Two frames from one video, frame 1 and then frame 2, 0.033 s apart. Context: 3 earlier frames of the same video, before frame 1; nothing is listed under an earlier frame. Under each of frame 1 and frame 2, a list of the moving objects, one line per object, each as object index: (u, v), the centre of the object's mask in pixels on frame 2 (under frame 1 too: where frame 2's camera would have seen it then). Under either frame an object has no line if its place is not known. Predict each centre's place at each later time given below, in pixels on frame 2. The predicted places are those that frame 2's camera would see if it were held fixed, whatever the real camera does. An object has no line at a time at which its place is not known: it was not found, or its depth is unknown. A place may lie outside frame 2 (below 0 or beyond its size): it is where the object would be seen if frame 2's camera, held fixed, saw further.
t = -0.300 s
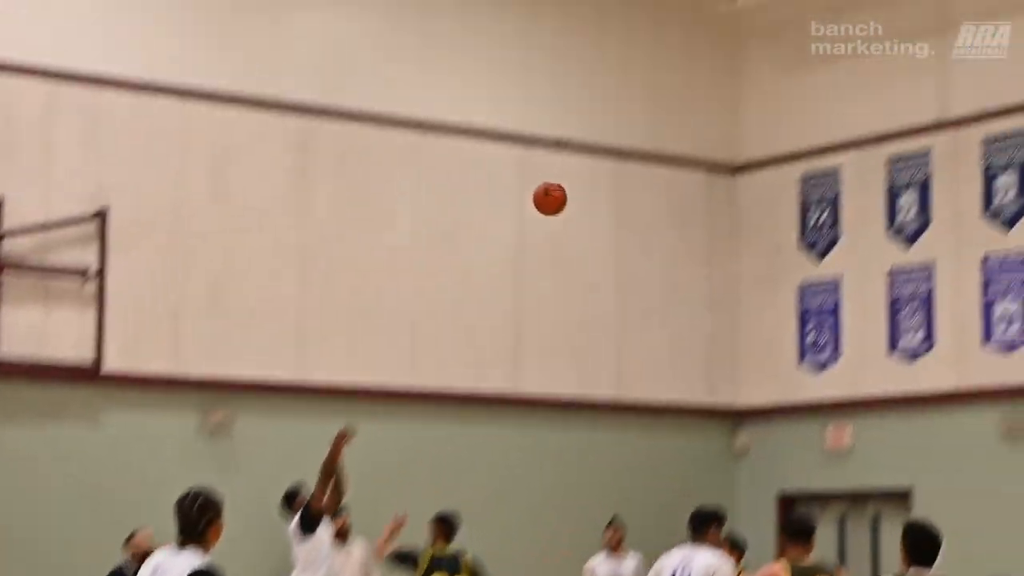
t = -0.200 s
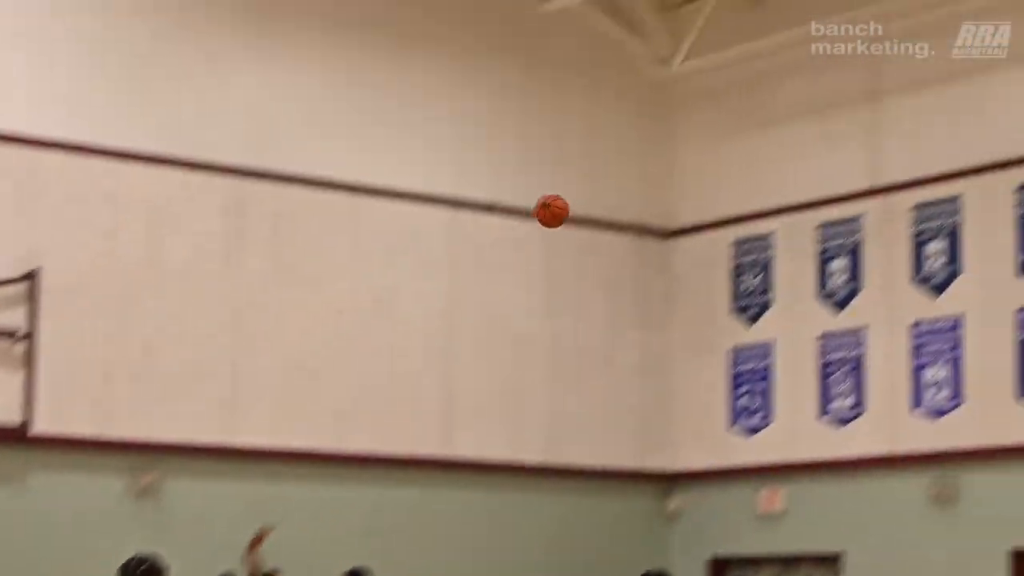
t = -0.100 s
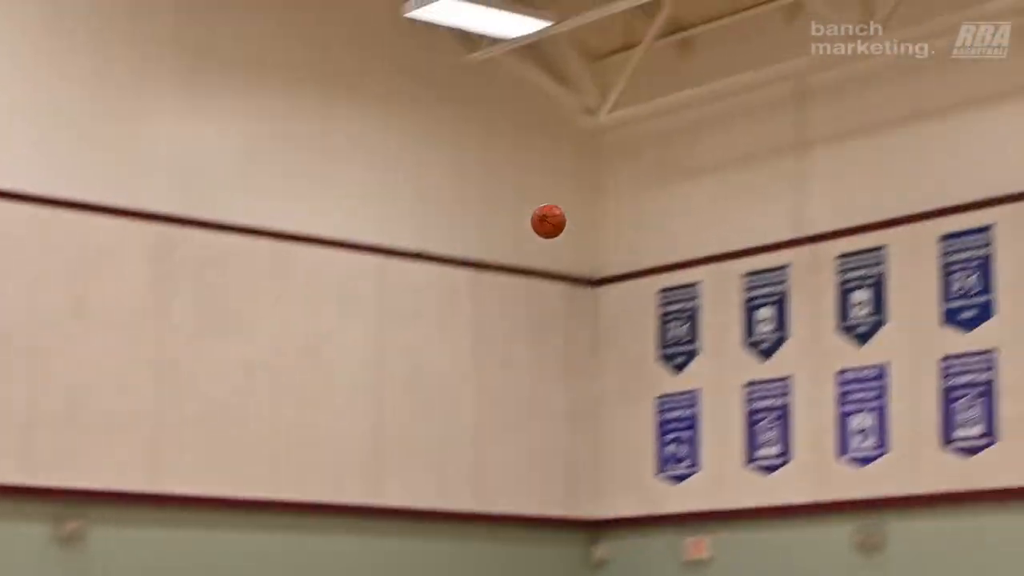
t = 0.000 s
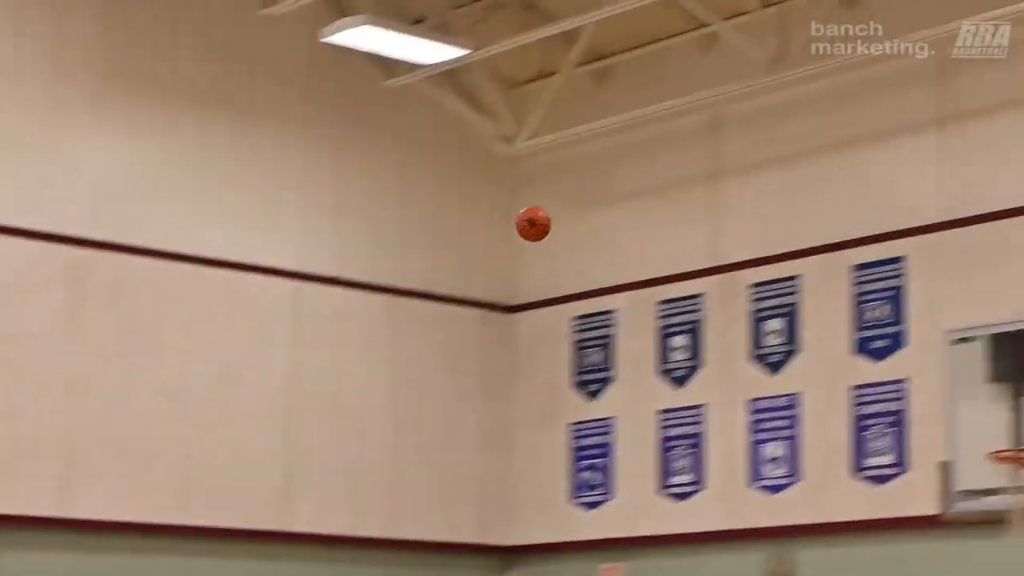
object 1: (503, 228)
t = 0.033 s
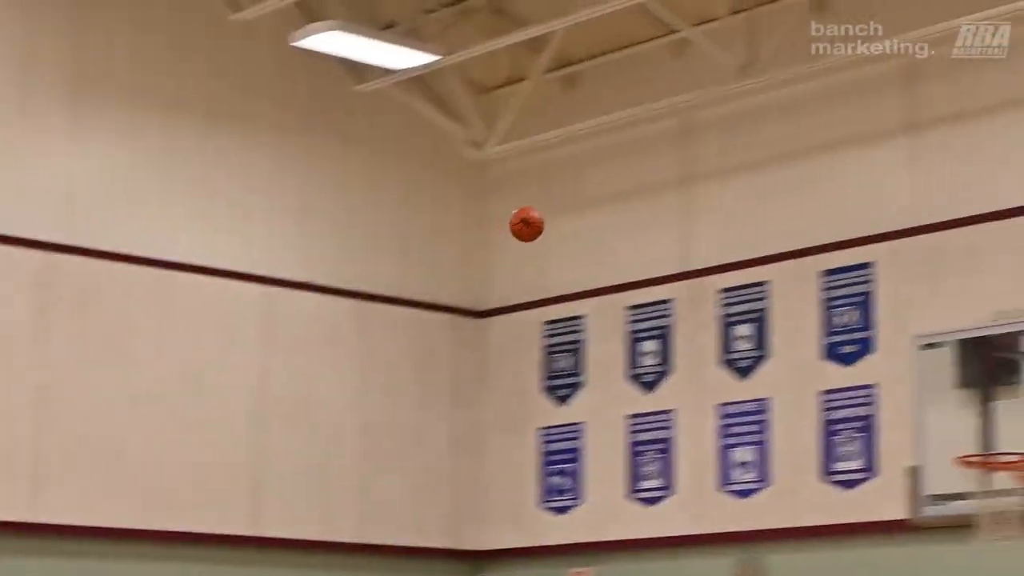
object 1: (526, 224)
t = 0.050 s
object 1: (537, 223)
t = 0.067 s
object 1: (549, 222)
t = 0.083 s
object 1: (560, 221)
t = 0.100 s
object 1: (572, 220)
